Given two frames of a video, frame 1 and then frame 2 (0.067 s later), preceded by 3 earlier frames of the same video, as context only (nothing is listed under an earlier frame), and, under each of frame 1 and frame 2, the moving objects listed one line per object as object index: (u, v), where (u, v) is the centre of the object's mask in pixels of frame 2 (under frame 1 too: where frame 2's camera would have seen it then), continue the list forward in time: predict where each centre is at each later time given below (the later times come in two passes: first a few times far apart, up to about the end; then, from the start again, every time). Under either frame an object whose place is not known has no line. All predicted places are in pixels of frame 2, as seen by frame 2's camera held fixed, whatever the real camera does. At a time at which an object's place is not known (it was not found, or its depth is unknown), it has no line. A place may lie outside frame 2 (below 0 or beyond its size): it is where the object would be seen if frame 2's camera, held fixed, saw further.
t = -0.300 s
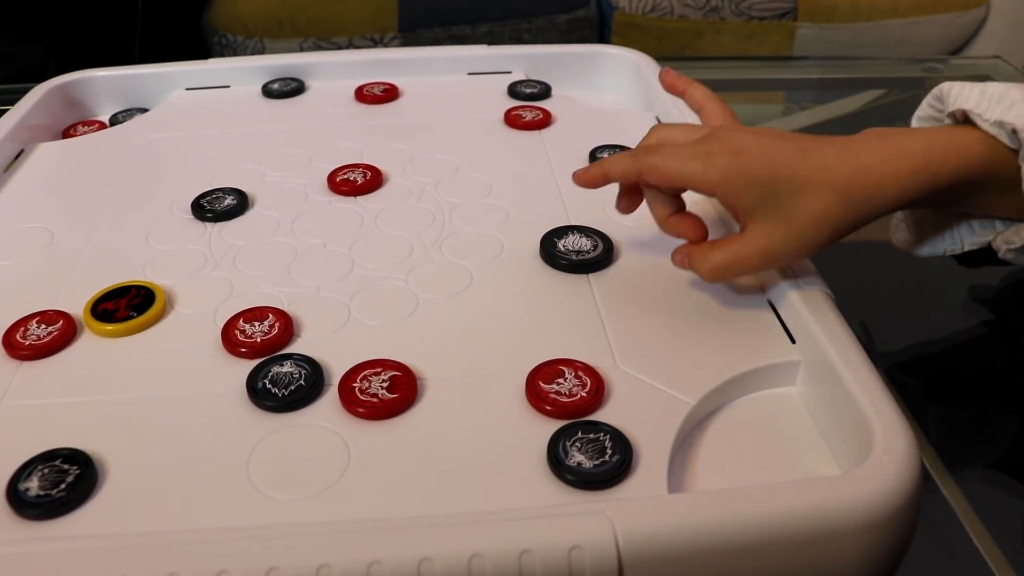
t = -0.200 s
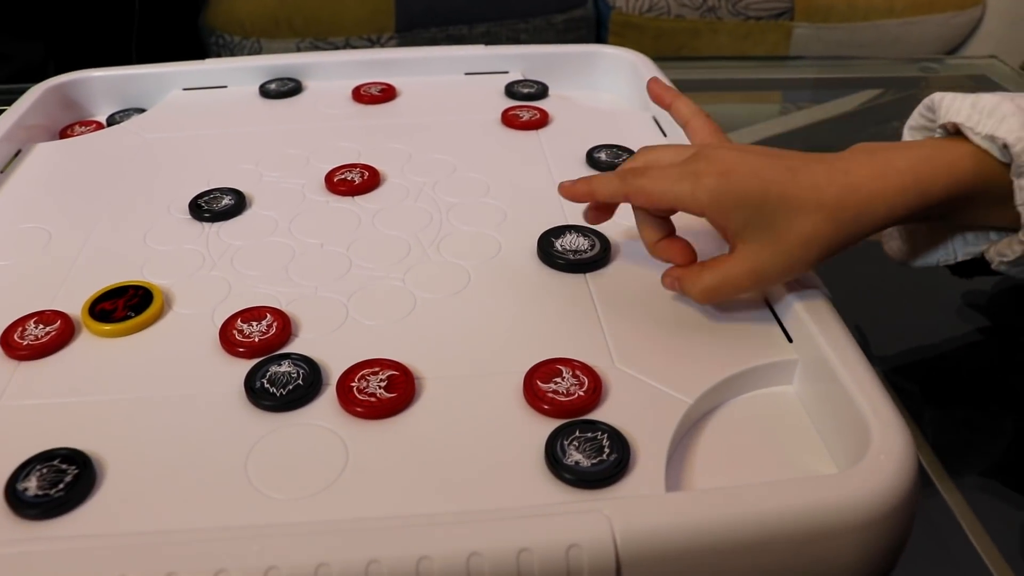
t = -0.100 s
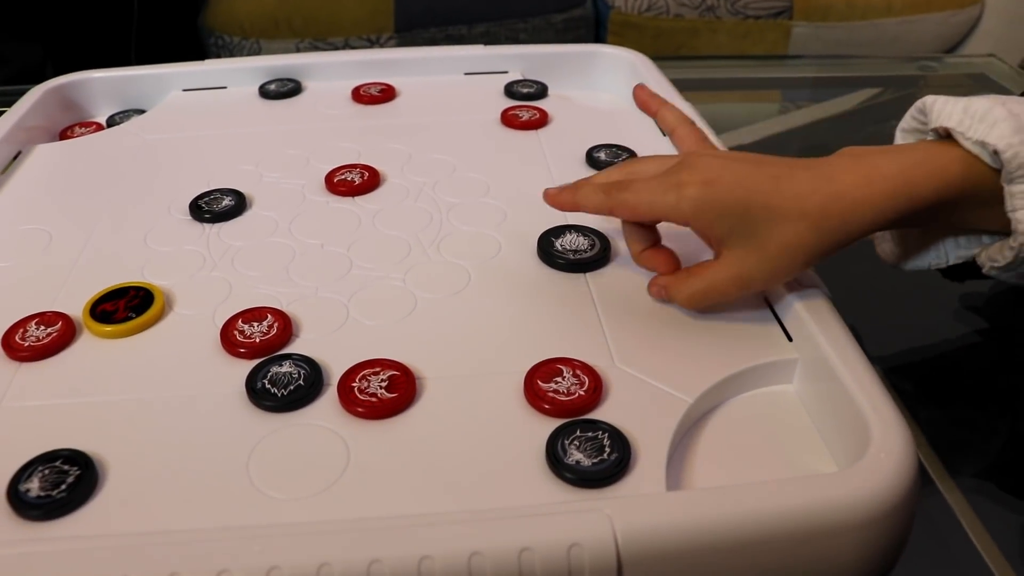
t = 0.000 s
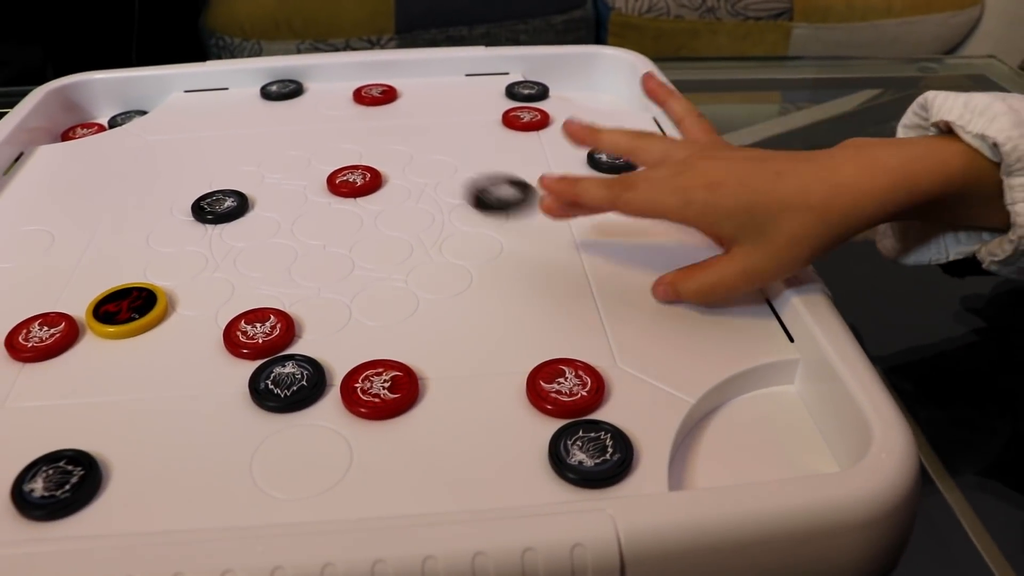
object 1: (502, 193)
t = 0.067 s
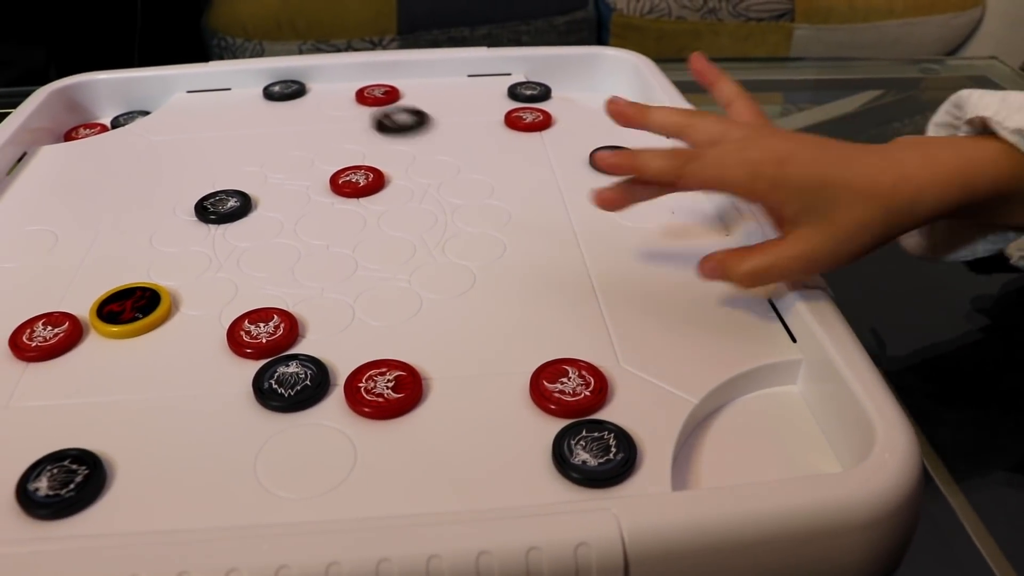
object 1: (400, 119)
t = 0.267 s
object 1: (281, 201)
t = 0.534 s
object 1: (252, 295)
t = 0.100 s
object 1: (371, 110)
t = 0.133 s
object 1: (352, 127)
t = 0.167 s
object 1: (332, 145)
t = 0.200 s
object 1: (310, 164)
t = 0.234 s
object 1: (290, 184)
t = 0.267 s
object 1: (281, 201)
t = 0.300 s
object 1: (277, 217)
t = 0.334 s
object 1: (273, 232)
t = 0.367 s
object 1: (269, 247)
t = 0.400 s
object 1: (265, 262)
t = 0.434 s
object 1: (260, 275)
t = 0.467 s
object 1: (256, 287)
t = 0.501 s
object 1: (253, 293)
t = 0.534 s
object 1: (252, 295)
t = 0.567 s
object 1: (252, 296)
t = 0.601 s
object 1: (252, 297)
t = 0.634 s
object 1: (252, 297)
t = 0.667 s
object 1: (252, 297)
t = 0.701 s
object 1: (252, 297)
